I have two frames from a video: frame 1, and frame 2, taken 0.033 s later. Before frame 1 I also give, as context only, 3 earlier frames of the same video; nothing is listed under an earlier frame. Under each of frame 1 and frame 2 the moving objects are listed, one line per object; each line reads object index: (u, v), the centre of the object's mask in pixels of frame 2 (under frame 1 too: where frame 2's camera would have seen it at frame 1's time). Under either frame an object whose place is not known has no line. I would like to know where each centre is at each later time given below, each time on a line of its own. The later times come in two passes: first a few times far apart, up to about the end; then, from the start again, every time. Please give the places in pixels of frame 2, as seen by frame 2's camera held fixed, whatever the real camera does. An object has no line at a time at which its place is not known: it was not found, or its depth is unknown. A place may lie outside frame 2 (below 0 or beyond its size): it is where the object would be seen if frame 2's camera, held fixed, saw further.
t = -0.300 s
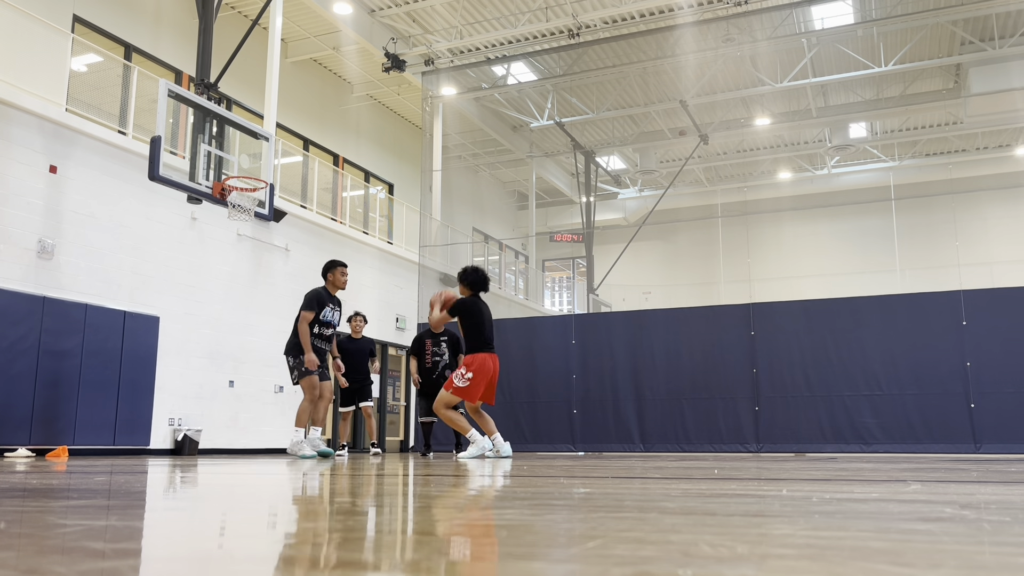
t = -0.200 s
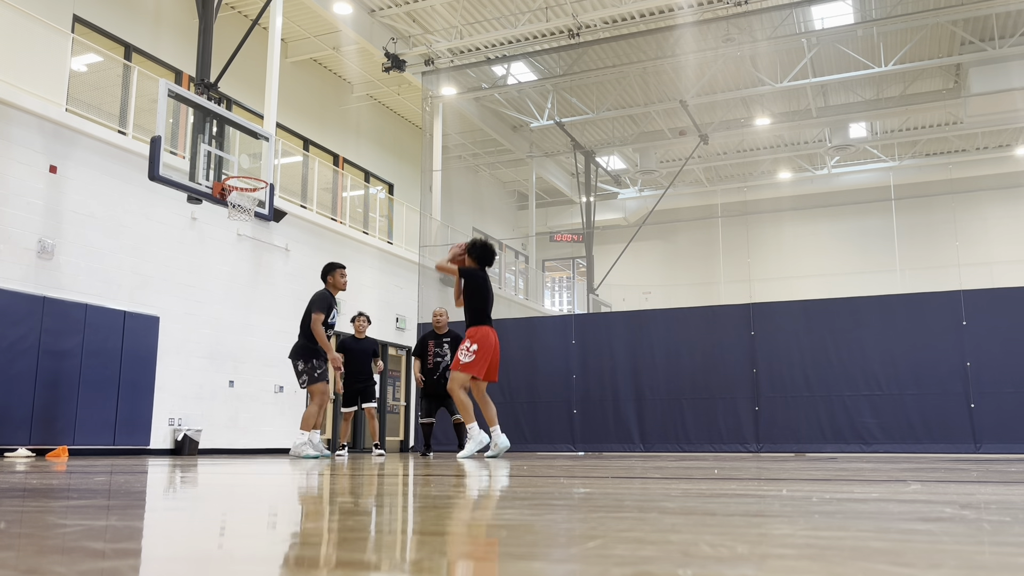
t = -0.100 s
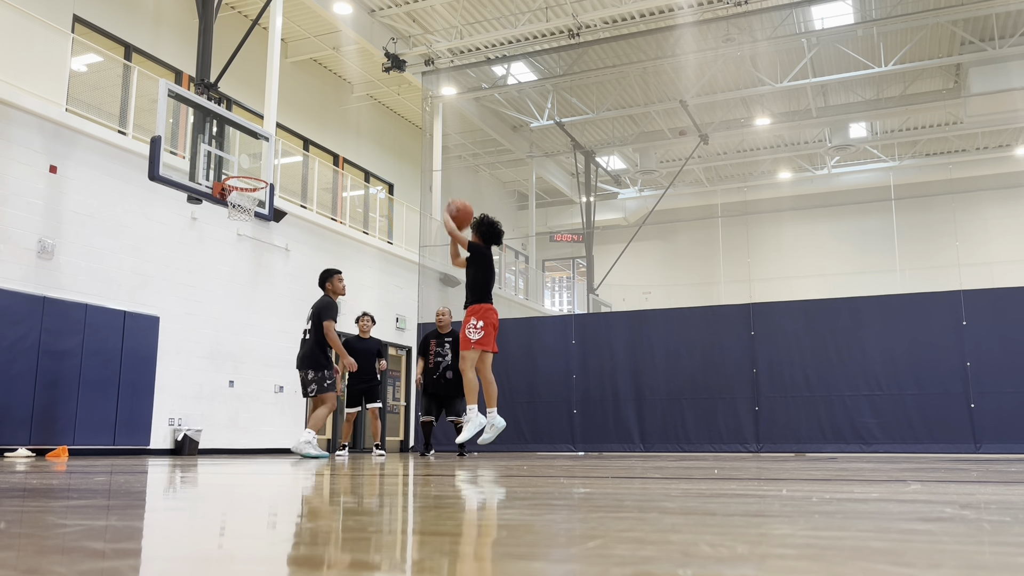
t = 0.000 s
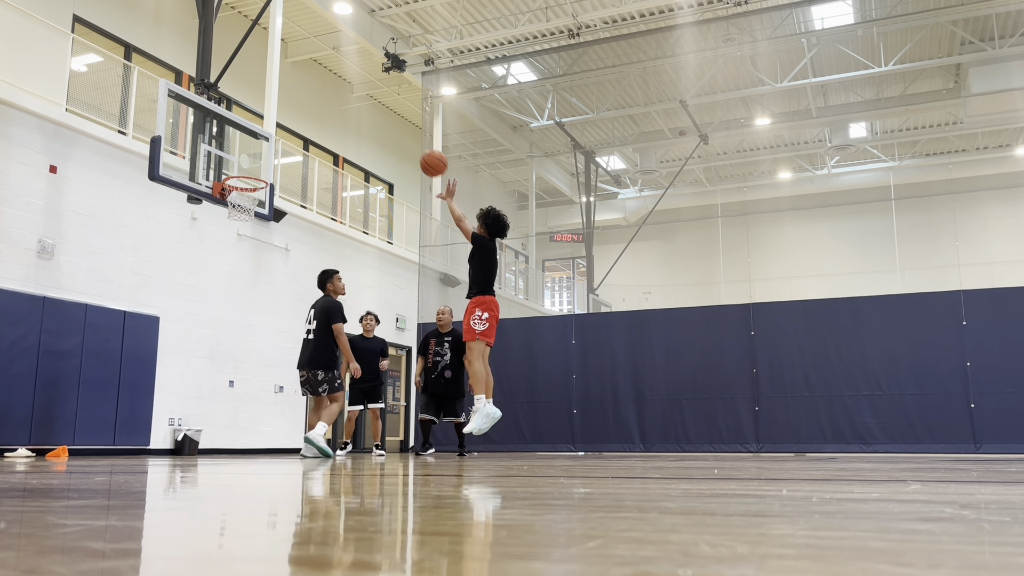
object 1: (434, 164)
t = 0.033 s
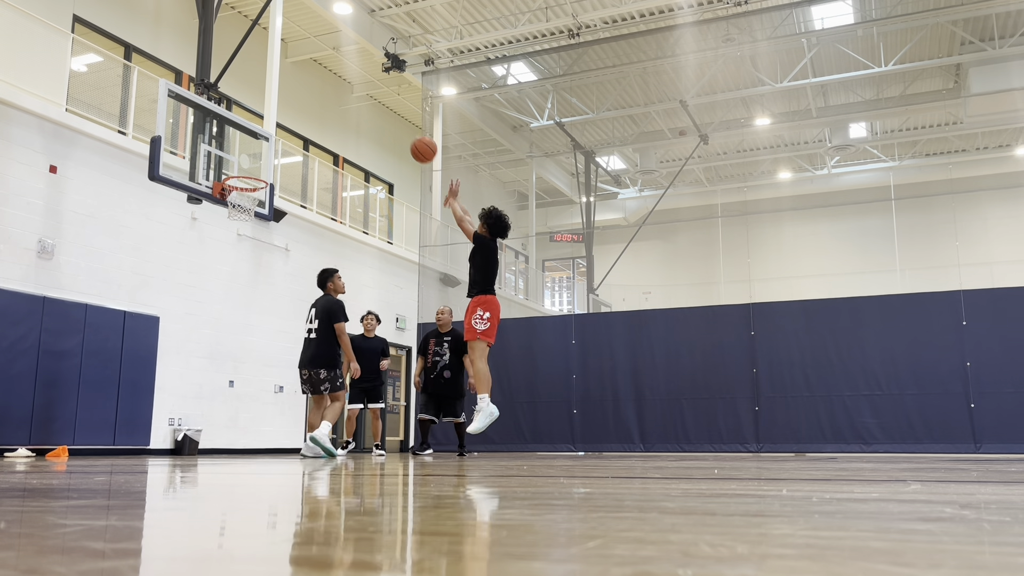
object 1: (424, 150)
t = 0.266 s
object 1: (363, 92)
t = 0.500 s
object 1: (311, 92)
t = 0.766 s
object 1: (258, 148)
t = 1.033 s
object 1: (251, 236)
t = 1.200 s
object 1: (265, 309)
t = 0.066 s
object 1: (414, 138)
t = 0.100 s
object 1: (405, 127)
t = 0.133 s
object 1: (396, 117)
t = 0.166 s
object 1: (387, 109)
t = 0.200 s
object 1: (379, 102)
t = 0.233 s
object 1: (371, 96)
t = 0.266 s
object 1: (363, 92)
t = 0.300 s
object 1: (355, 89)
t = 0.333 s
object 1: (347, 87)
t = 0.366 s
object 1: (340, 85)
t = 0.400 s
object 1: (333, 86)
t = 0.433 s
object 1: (325, 87)
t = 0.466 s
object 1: (318, 89)
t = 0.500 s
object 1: (311, 92)
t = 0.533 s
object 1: (304, 96)
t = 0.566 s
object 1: (297, 101)
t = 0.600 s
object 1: (290, 106)
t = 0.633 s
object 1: (284, 113)
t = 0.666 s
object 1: (277, 121)
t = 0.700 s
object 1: (271, 129)
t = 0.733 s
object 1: (264, 138)
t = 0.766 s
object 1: (258, 148)
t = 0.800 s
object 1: (251, 159)
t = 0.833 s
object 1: (245, 169)
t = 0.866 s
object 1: (238, 183)
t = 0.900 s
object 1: (239, 193)
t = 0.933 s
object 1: (242, 203)
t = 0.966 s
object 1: (245, 214)
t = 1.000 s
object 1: (248, 225)
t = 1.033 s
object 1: (251, 236)
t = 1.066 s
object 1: (254, 249)
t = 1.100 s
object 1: (257, 262)
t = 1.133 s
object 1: (259, 277)
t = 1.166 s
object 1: (262, 293)
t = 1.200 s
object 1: (265, 309)
